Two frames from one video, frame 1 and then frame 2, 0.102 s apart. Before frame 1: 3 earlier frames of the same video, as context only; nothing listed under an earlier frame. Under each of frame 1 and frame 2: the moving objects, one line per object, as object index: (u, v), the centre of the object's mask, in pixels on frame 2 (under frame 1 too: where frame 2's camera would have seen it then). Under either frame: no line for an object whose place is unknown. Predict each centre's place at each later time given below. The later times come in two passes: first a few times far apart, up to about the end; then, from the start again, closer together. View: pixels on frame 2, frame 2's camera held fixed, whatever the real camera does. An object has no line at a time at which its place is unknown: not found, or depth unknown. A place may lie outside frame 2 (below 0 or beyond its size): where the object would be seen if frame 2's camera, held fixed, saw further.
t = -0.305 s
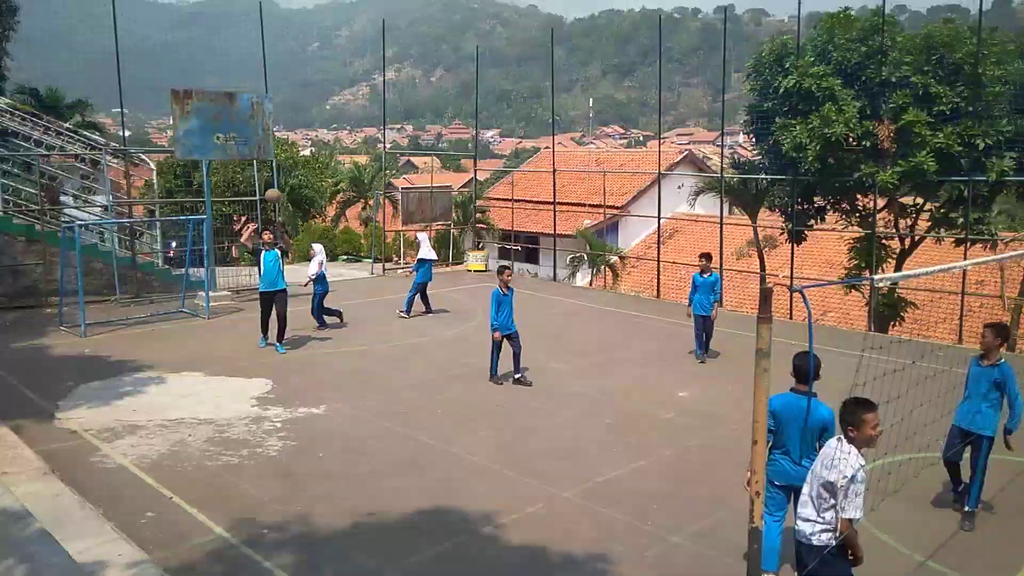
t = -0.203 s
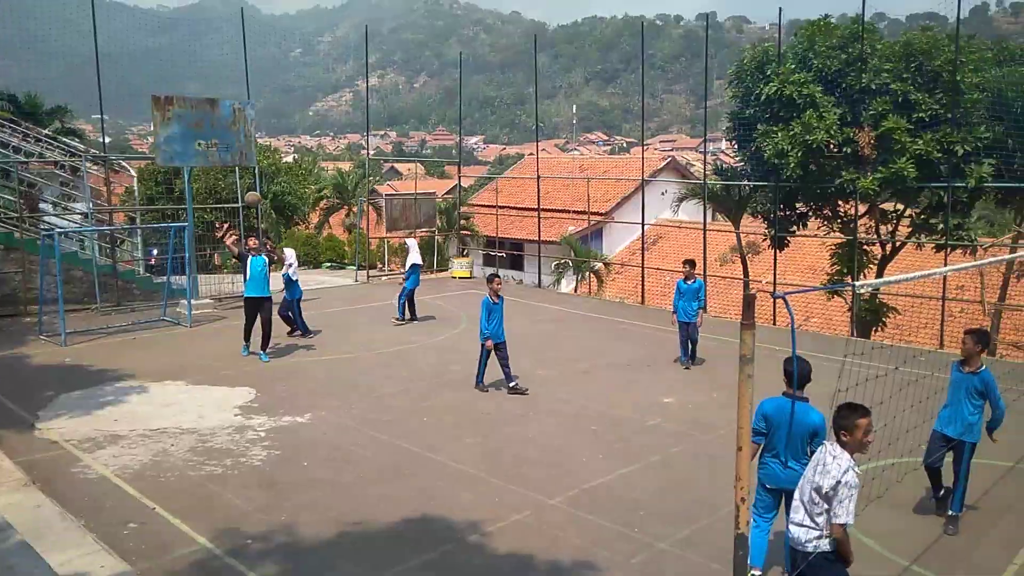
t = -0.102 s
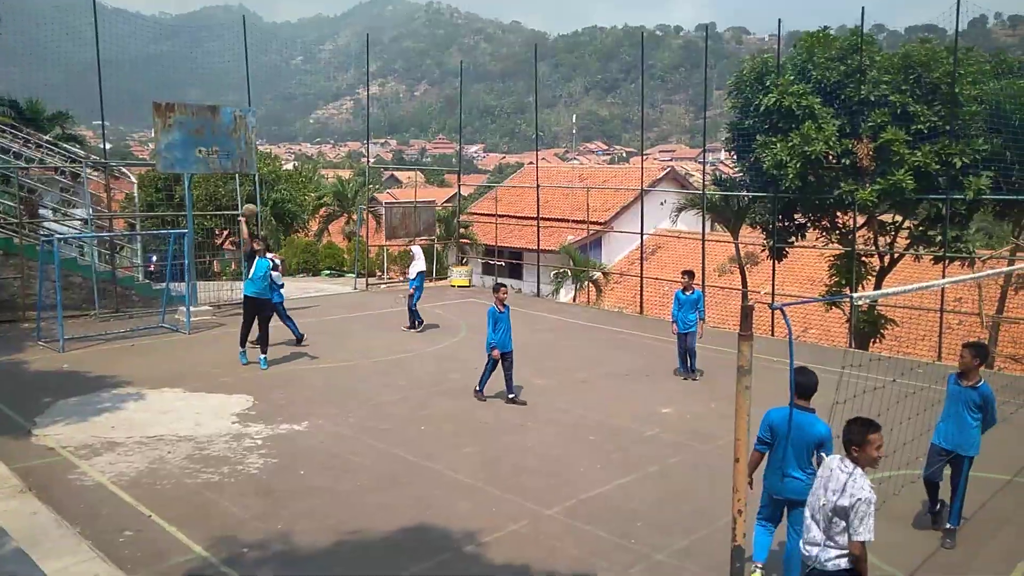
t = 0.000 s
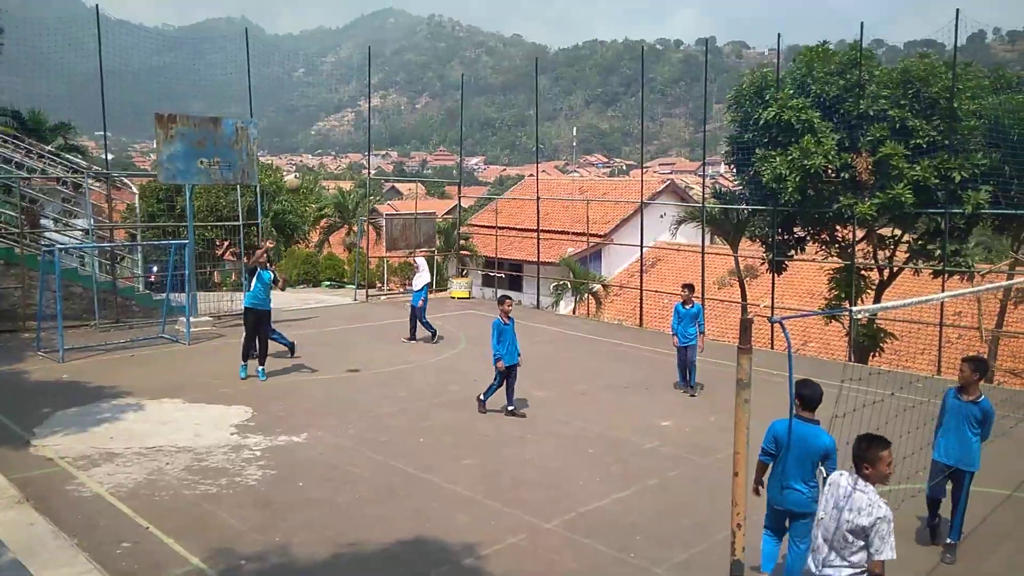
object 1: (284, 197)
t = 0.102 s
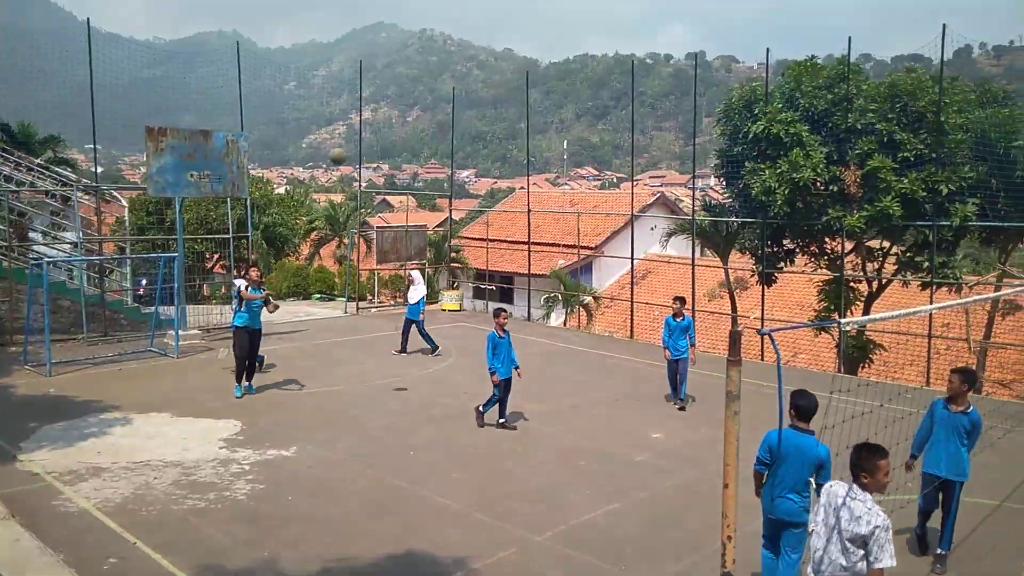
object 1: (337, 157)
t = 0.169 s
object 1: (376, 131)
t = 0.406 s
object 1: (524, 49)
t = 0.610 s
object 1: (676, -2)
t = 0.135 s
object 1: (356, 143)
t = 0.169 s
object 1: (376, 131)
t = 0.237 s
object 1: (415, 105)
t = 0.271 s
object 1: (437, 93)
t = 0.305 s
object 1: (458, 81)
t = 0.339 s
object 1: (479, 69)
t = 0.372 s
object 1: (501, 59)
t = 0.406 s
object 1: (524, 49)
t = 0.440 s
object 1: (548, 39)
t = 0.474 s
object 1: (572, 30)
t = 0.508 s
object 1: (598, 21)
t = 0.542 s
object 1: (623, 13)
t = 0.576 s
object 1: (649, 5)
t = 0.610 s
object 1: (676, -2)
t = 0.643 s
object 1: (704, -8)
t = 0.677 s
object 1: (734, -14)
